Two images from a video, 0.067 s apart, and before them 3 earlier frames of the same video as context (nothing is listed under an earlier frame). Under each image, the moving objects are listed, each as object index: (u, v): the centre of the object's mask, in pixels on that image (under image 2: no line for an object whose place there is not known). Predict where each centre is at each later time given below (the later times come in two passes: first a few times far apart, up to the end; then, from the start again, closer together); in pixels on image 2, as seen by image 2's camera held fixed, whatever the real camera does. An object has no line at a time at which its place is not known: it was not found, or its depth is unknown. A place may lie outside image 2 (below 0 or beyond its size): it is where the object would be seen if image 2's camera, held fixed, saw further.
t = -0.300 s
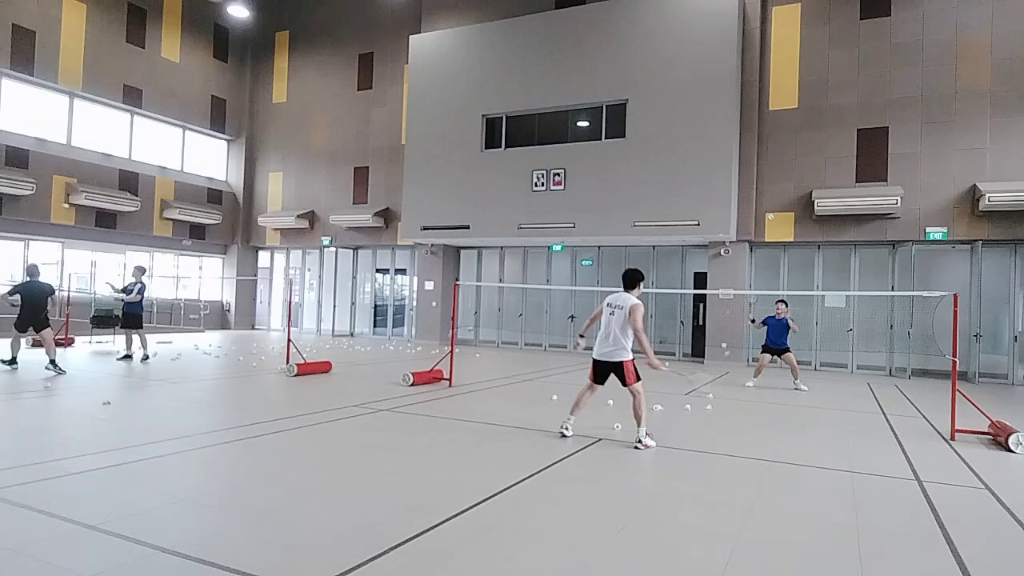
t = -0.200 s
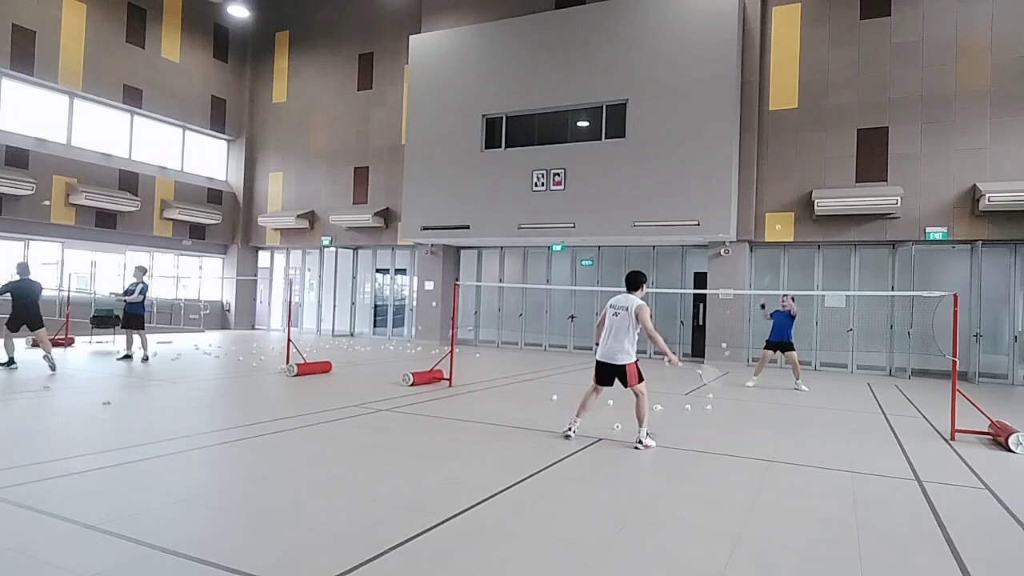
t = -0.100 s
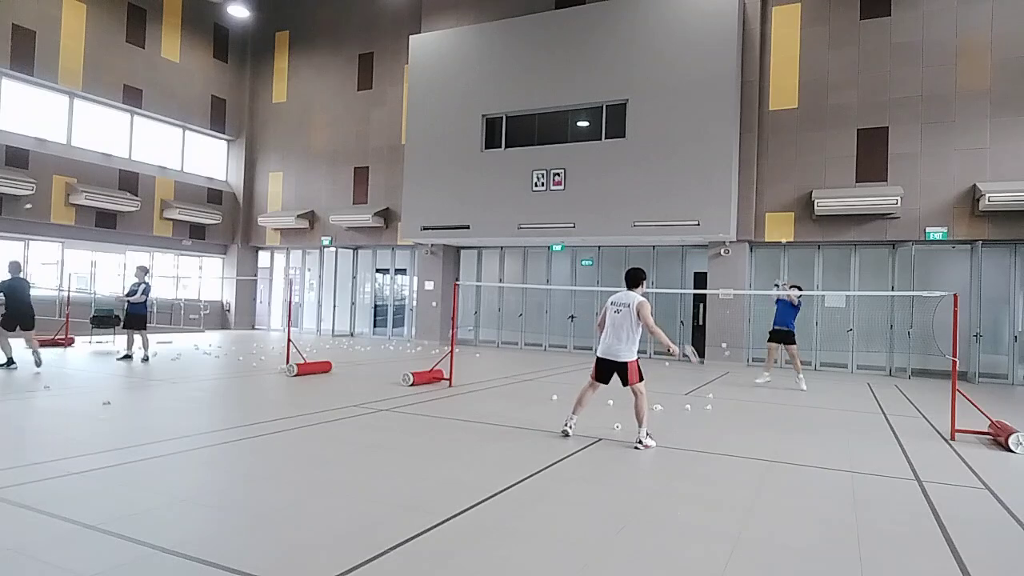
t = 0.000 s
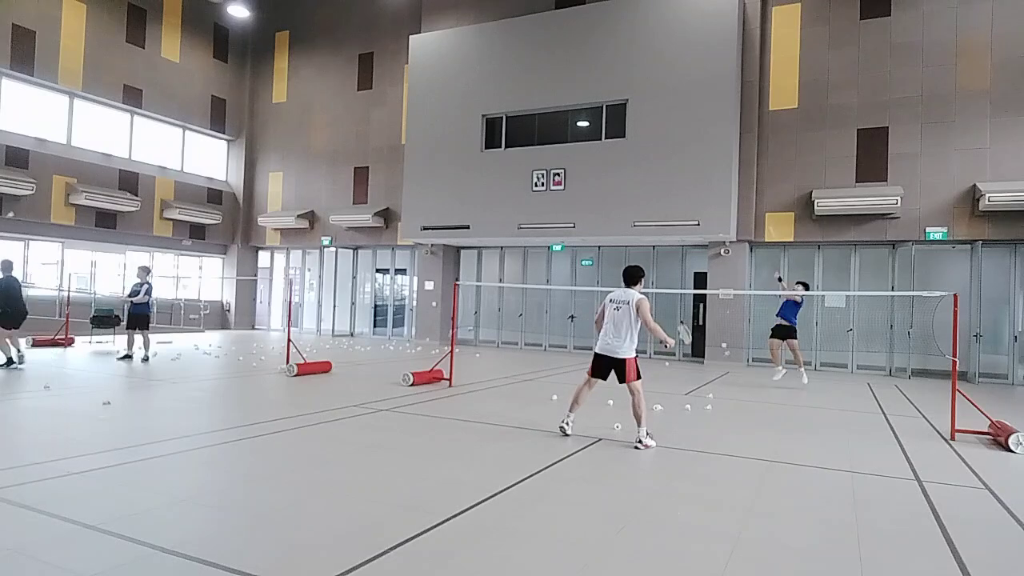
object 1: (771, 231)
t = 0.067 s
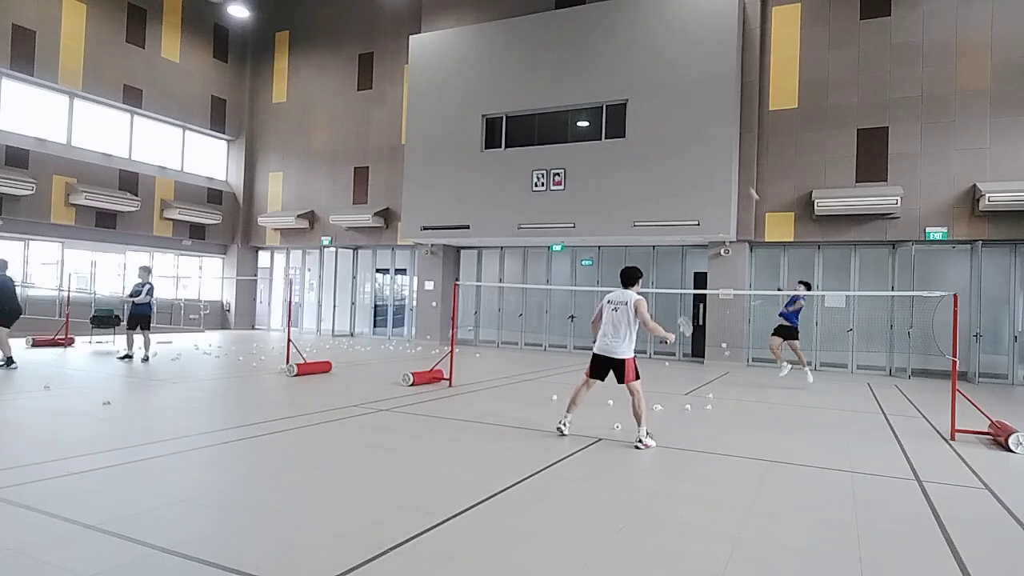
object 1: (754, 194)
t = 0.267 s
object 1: (701, 116)
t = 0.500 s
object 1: (646, 70)
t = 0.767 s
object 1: (585, 77)
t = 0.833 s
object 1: (569, 90)
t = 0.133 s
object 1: (736, 163)
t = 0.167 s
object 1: (727, 150)
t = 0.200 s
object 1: (718, 137)
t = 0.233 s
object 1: (710, 126)
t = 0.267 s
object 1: (701, 116)
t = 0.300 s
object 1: (693, 107)
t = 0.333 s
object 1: (686, 98)
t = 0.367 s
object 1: (678, 90)
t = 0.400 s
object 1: (670, 84)
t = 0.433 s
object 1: (662, 78)
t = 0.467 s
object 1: (655, 73)
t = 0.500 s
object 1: (646, 70)
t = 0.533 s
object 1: (639, 67)
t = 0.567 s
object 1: (632, 66)
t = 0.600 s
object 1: (624, 65)
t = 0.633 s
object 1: (616, 65)
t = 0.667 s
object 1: (608, 66)
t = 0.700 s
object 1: (600, 69)
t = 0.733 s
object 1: (593, 72)
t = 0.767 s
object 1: (585, 77)
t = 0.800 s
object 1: (577, 83)
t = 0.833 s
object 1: (569, 90)
